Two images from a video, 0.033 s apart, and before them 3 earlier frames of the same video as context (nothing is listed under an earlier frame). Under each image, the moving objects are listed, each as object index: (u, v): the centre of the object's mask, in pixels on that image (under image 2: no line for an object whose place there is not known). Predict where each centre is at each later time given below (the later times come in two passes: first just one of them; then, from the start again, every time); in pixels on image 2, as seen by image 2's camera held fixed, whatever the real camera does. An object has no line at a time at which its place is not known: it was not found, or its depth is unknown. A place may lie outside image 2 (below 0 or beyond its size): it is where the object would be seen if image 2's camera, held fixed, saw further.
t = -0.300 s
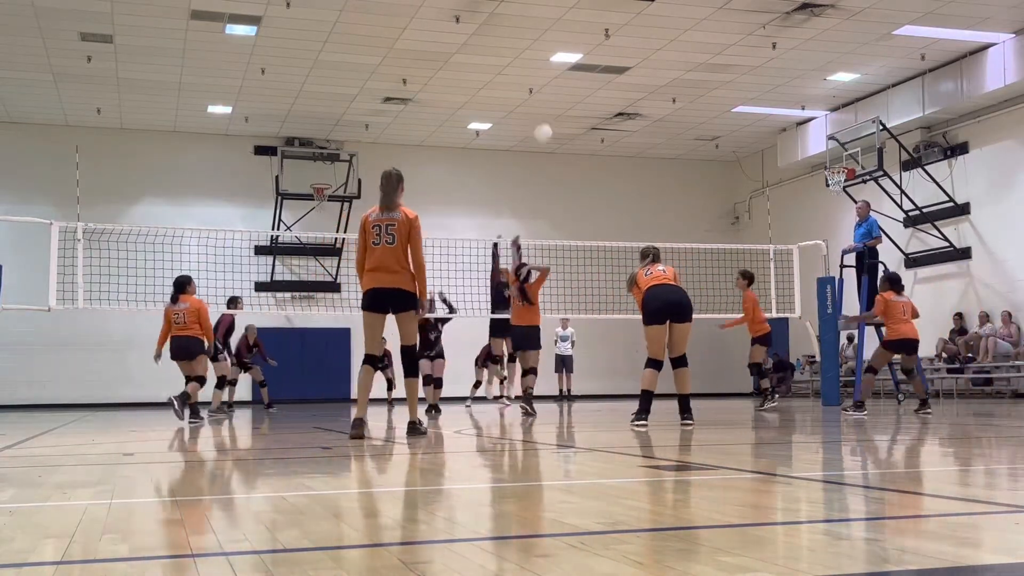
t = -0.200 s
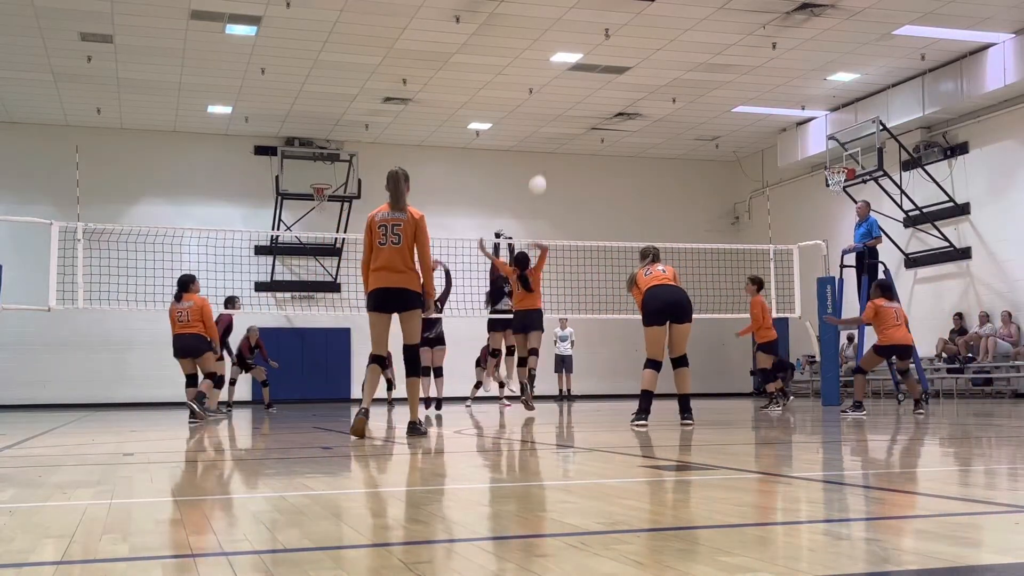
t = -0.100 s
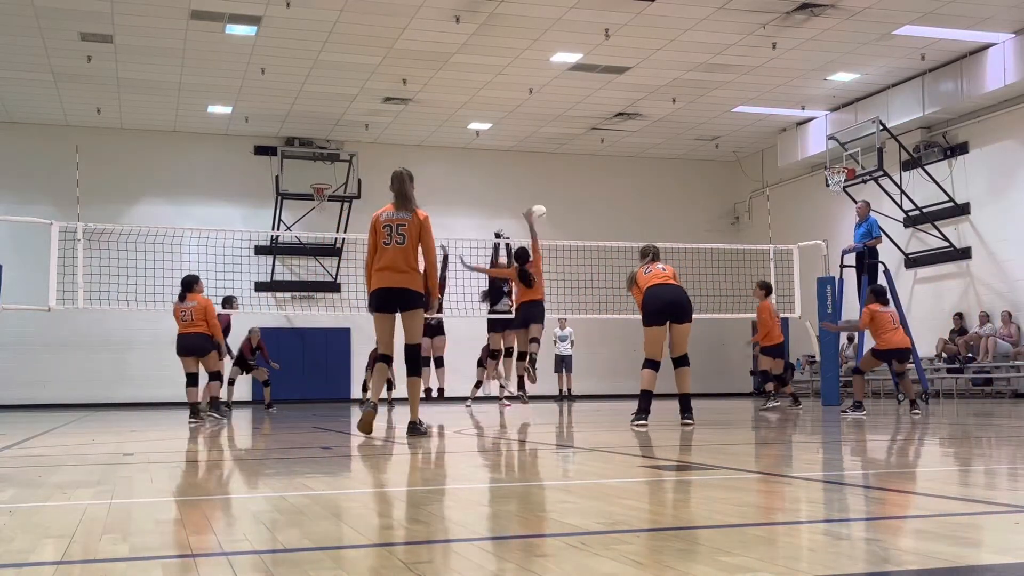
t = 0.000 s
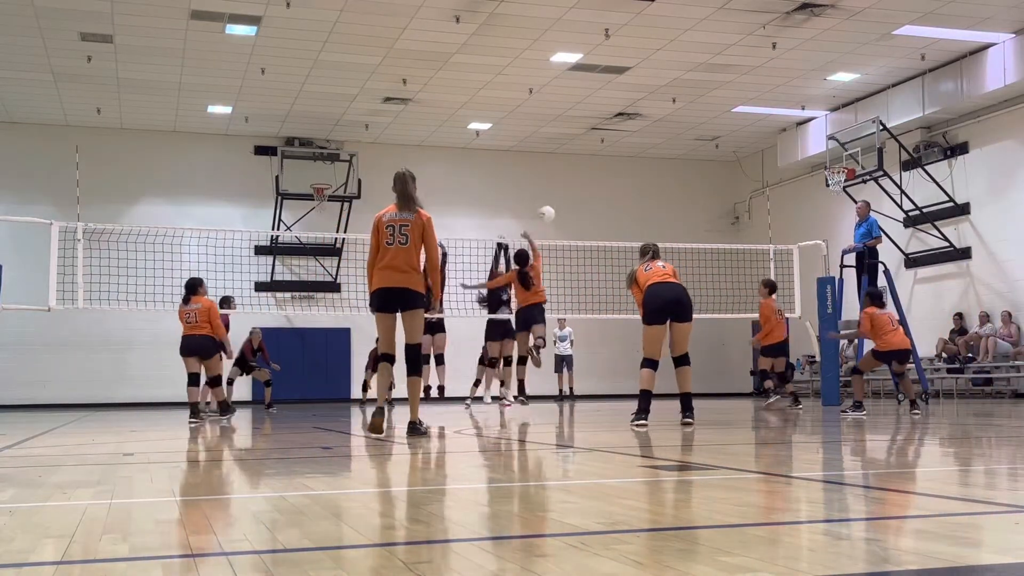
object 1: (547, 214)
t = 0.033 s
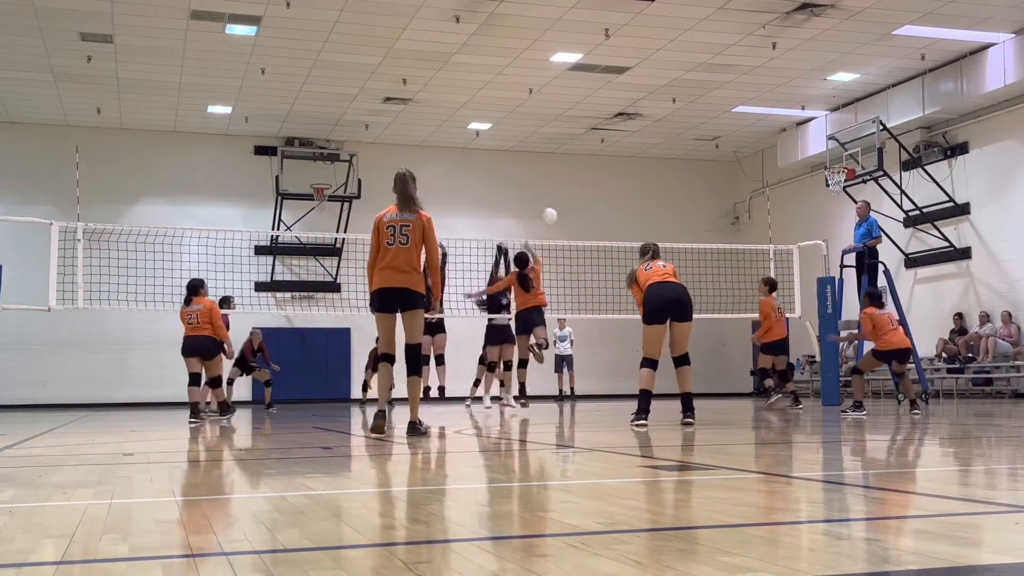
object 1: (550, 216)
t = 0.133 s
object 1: (558, 225)
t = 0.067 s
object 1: (552, 217)
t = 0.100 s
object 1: (555, 221)
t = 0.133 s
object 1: (558, 225)
